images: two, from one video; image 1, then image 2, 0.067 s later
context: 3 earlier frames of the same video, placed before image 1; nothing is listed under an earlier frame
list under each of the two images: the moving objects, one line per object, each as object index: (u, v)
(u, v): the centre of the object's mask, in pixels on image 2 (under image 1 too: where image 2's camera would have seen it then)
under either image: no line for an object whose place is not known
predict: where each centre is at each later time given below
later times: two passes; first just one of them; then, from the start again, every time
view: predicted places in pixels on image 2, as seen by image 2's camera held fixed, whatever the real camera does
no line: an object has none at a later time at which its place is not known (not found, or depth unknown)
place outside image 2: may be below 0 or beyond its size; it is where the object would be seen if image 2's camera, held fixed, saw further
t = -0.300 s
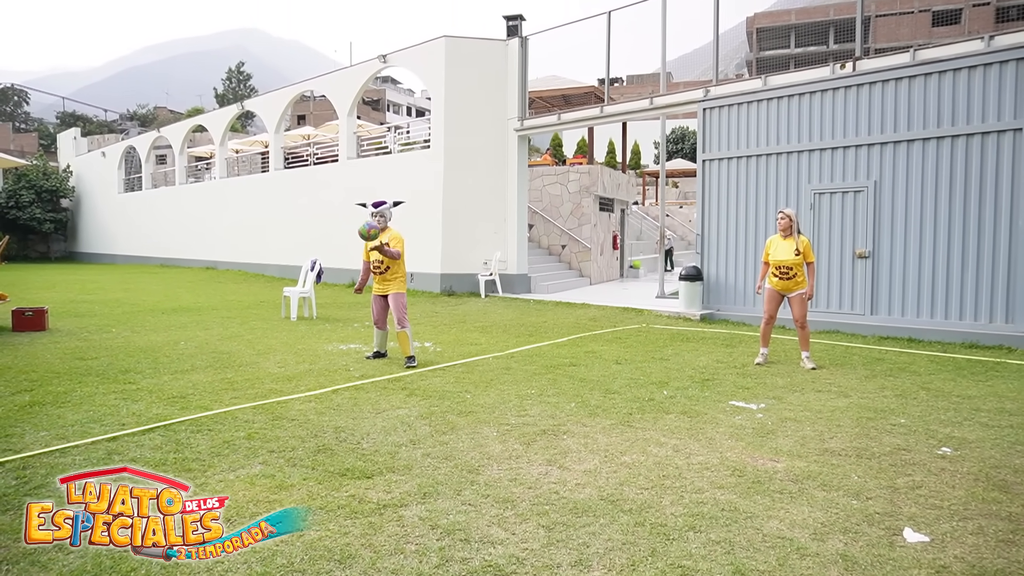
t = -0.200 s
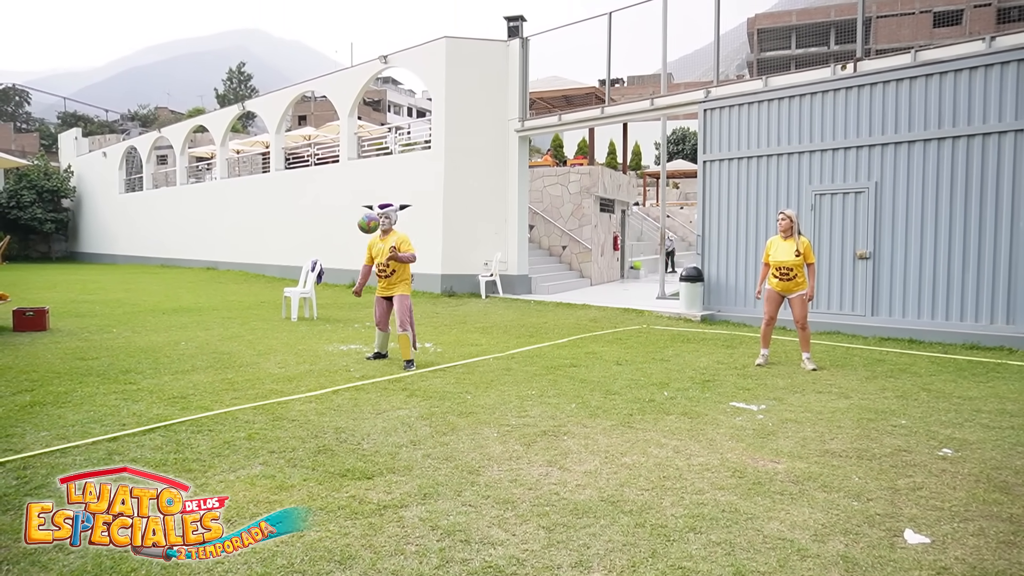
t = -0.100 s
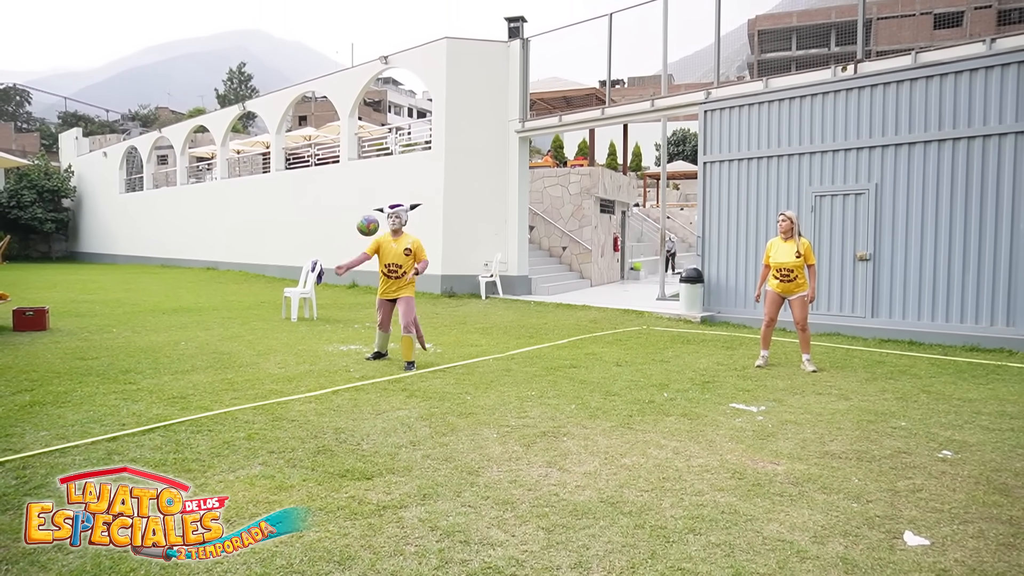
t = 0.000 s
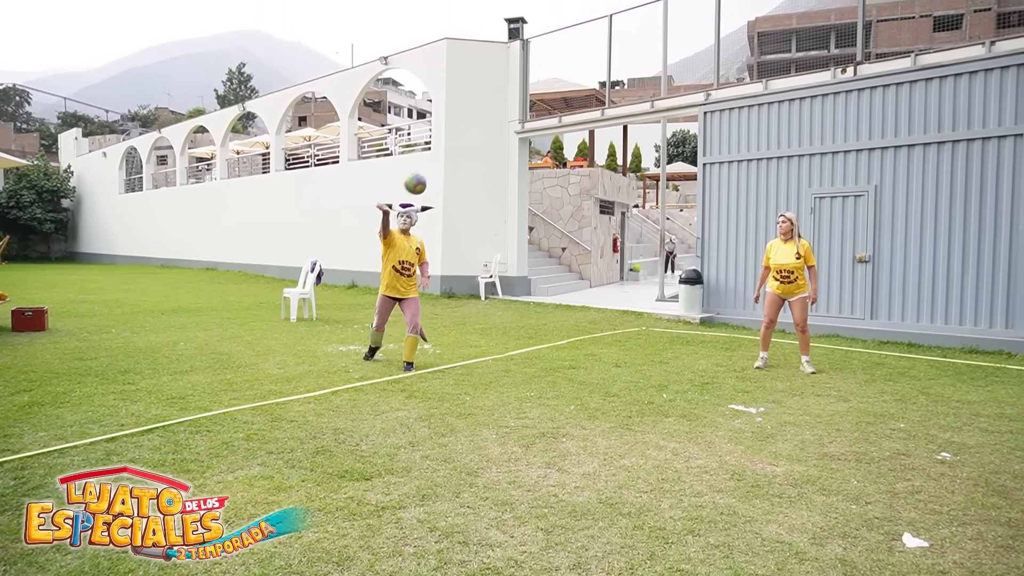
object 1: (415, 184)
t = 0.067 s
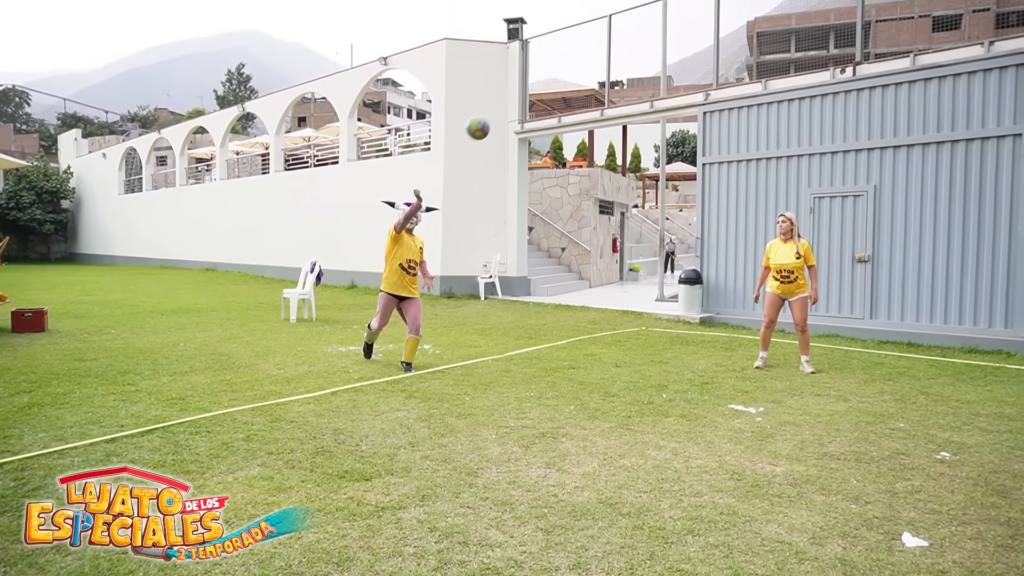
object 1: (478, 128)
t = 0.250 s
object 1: (674, -20)
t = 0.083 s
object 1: (494, 114)
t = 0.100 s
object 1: (511, 101)
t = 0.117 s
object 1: (528, 86)
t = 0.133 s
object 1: (546, 73)
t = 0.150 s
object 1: (563, 60)
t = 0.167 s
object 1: (581, 46)
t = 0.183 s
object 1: (600, 32)
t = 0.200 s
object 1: (618, 19)
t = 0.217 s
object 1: (637, 6)
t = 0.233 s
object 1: (656, -7)
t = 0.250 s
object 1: (674, -20)
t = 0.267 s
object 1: (694, -32)
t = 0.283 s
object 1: (713, -44)
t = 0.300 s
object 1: (734, -55)
